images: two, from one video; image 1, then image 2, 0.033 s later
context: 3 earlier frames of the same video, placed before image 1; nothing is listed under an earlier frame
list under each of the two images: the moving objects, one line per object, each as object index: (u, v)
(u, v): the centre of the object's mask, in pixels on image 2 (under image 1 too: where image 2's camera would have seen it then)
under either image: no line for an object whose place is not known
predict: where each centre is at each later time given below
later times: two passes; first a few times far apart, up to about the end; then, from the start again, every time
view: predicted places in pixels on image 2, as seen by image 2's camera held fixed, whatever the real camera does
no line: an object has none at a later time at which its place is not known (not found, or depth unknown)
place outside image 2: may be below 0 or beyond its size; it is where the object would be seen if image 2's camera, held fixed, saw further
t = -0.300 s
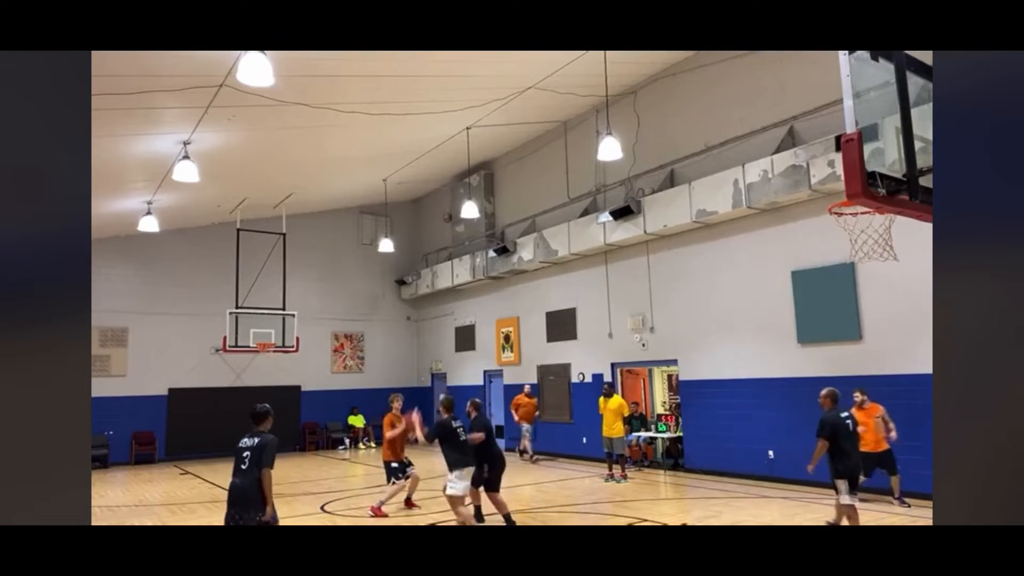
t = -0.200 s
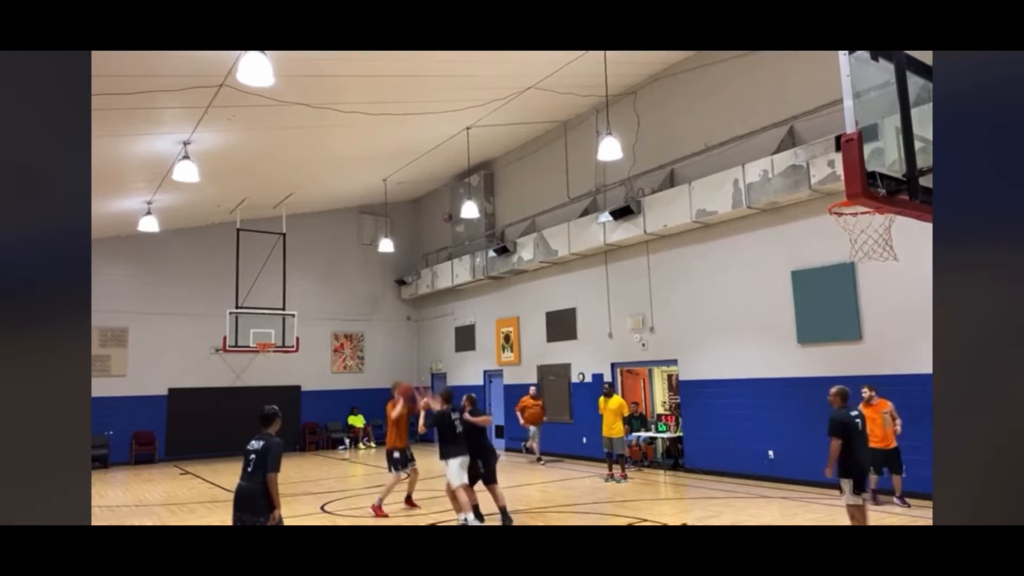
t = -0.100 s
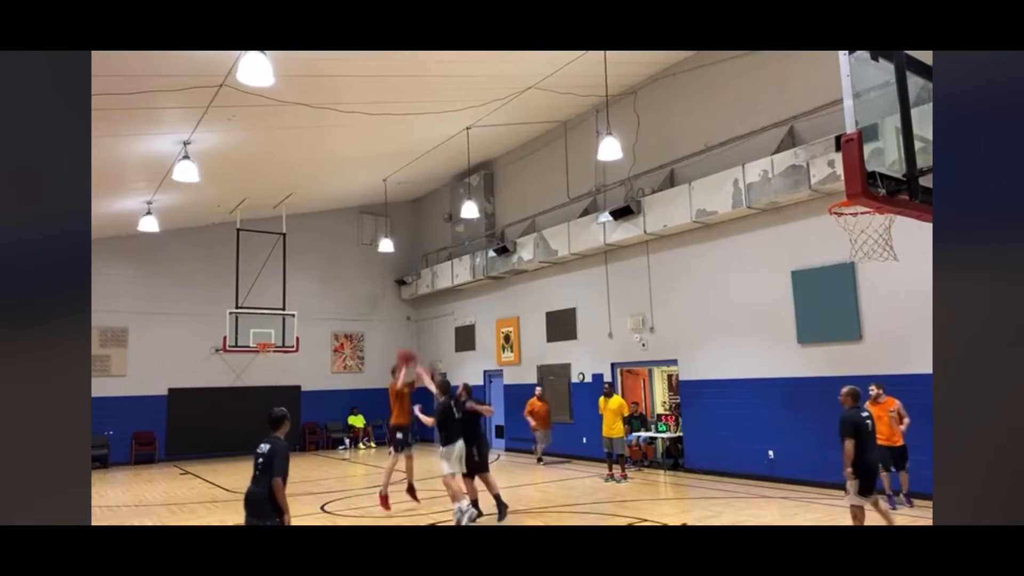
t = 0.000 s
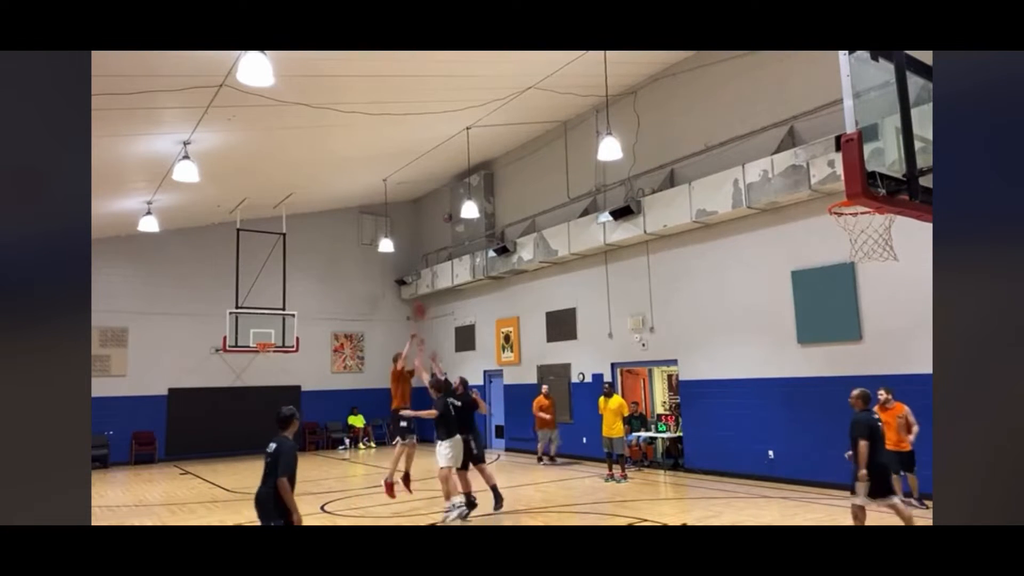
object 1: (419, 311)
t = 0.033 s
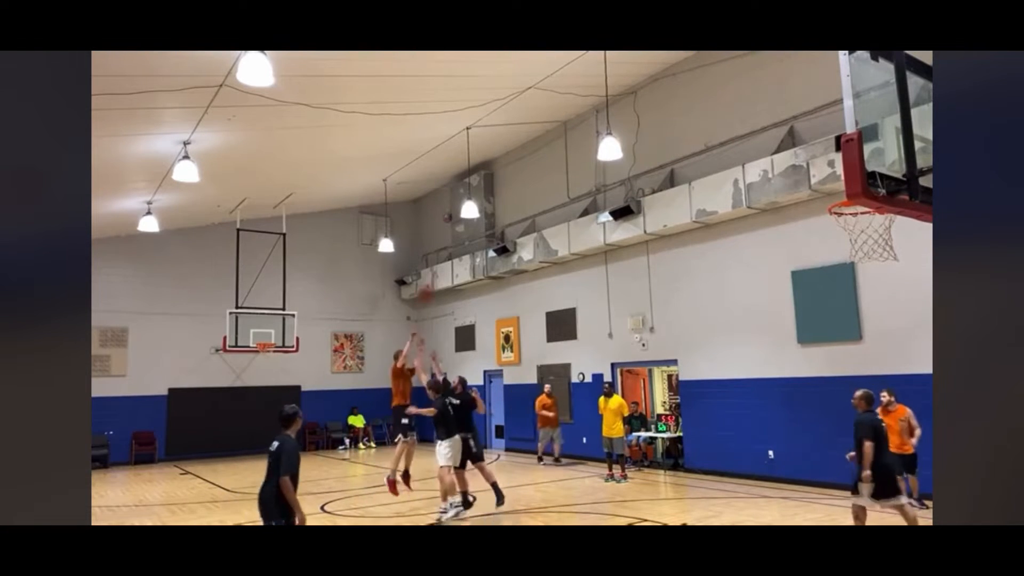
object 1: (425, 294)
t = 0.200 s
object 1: (457, 223)
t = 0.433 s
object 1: (510, 144)
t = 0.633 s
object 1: (564, 98)
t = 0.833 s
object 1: (632, 80)
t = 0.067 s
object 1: (431, 278)
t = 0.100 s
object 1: (437, 264)
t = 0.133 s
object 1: (444, 249)
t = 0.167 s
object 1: (450, 236)
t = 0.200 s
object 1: (457, 223)
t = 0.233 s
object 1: (464, 211)
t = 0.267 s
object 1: (472, 196)
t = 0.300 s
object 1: (478, 186)
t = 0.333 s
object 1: (485, 176)
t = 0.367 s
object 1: (494, 164)
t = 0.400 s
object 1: (502, 153)
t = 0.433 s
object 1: (510, 144)
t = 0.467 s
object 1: (519, 134)
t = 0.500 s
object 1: (528, 125)
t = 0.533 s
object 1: (536, 117)
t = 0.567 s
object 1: (545, 110)
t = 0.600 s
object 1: (555, 103)
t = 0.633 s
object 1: (564, 98)
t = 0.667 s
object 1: (575, 93)
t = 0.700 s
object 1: (585, 89)
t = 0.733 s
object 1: (596, 85)
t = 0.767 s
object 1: (608, 83)
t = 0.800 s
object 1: (619, 81)
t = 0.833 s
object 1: (632, 80)
